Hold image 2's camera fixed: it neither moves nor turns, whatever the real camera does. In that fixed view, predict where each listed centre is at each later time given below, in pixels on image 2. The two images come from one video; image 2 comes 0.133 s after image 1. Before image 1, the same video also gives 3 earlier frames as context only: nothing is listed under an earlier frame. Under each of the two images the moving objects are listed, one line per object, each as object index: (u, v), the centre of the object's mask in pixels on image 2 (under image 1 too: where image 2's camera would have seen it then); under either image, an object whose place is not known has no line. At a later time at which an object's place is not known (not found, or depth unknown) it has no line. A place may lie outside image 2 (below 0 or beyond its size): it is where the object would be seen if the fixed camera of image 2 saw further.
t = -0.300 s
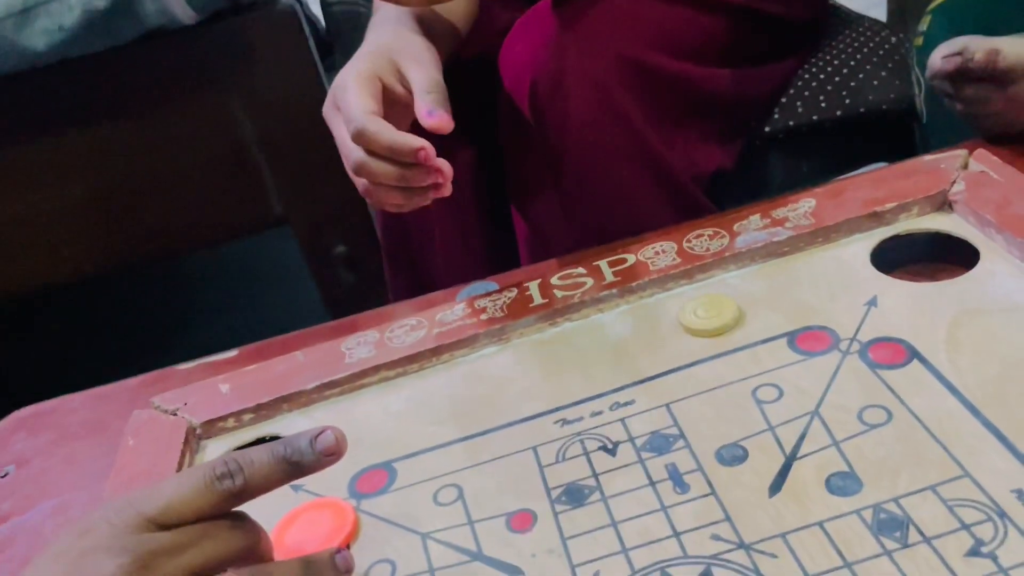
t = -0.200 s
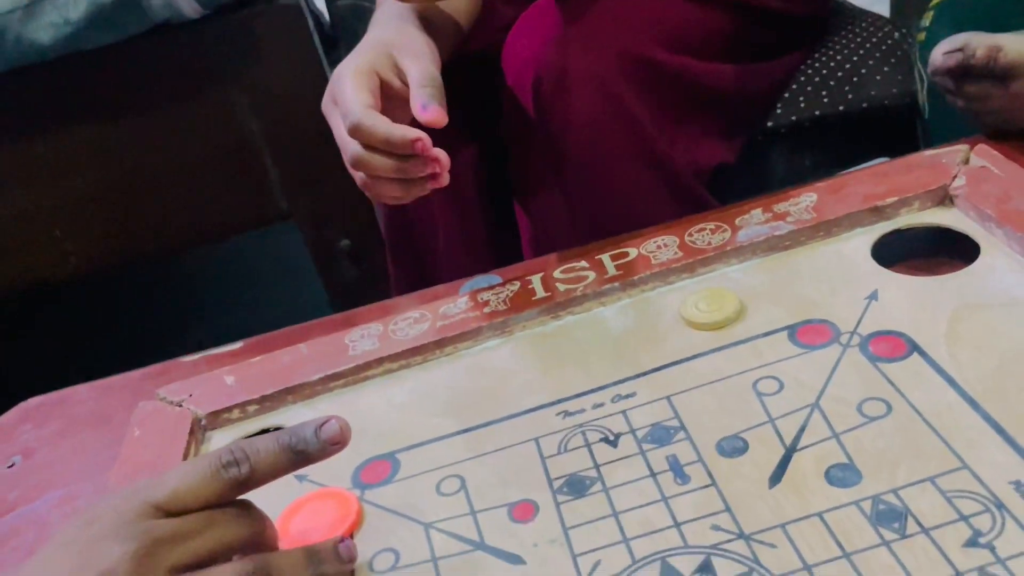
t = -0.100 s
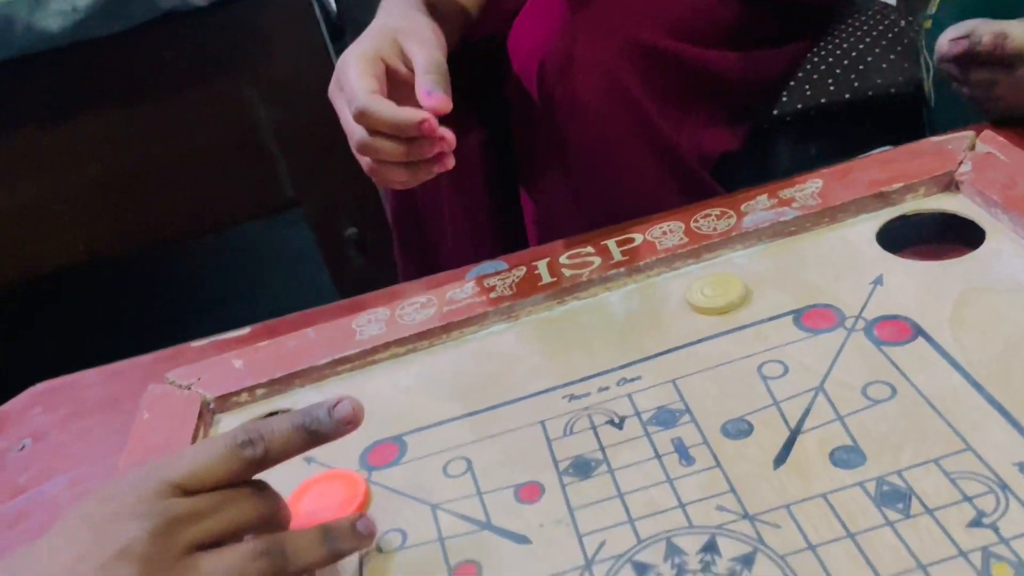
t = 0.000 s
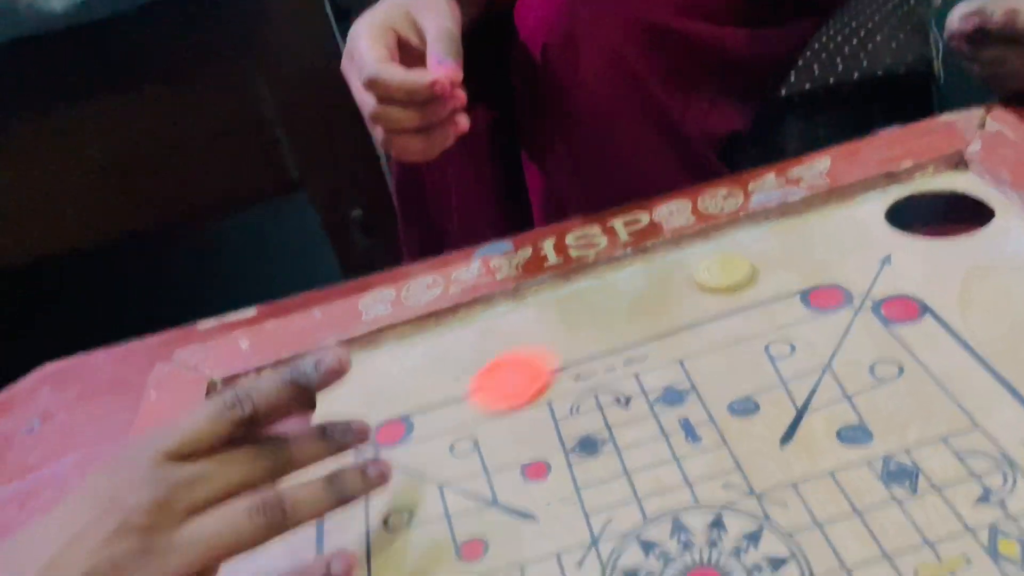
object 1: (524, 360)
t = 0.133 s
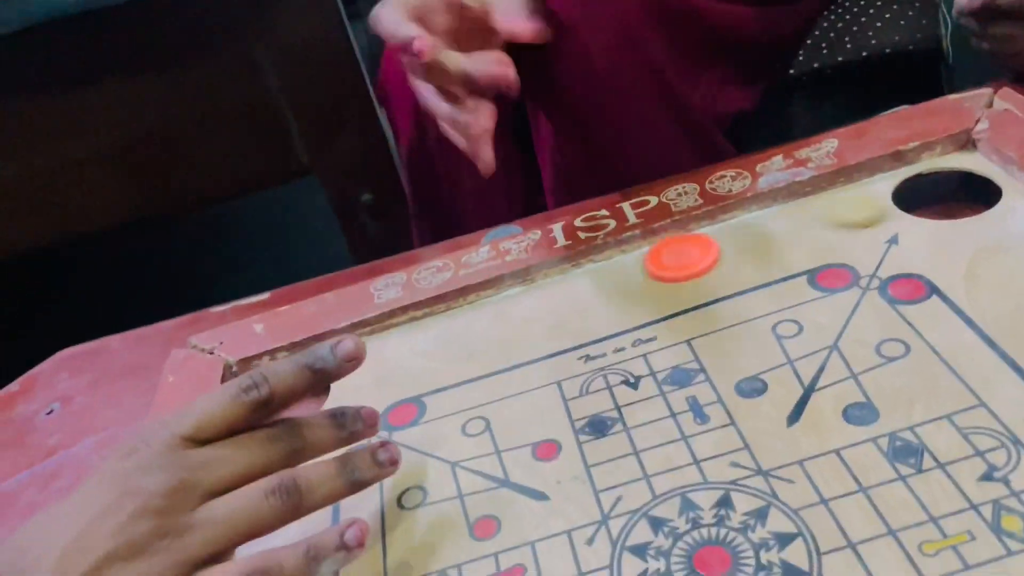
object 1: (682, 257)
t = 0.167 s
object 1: (686, 259)
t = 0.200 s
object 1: (686, 260)
